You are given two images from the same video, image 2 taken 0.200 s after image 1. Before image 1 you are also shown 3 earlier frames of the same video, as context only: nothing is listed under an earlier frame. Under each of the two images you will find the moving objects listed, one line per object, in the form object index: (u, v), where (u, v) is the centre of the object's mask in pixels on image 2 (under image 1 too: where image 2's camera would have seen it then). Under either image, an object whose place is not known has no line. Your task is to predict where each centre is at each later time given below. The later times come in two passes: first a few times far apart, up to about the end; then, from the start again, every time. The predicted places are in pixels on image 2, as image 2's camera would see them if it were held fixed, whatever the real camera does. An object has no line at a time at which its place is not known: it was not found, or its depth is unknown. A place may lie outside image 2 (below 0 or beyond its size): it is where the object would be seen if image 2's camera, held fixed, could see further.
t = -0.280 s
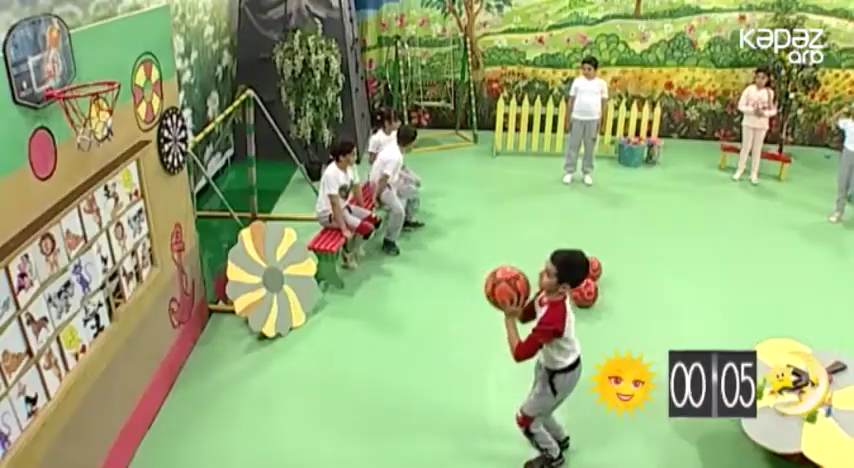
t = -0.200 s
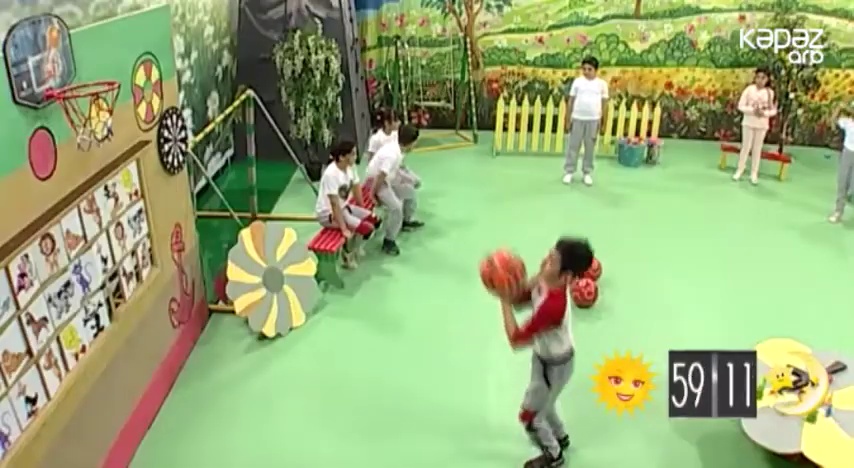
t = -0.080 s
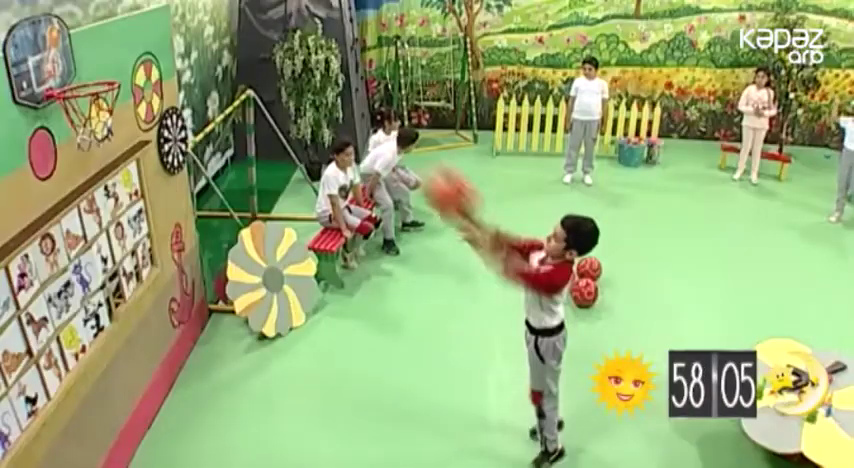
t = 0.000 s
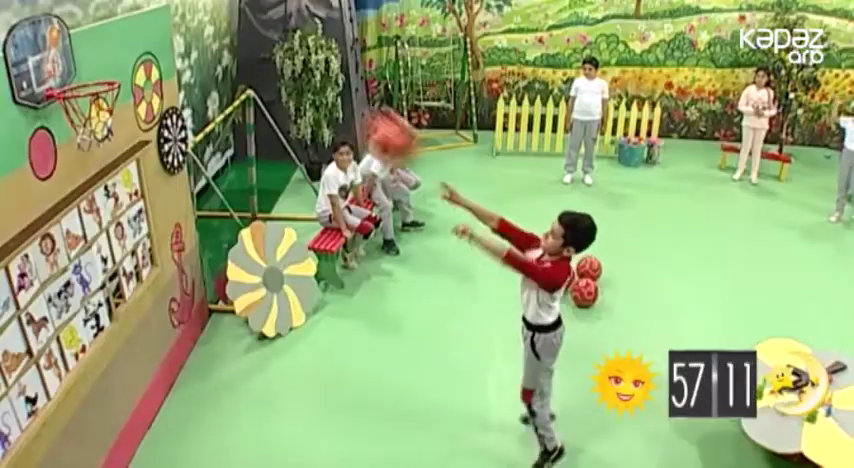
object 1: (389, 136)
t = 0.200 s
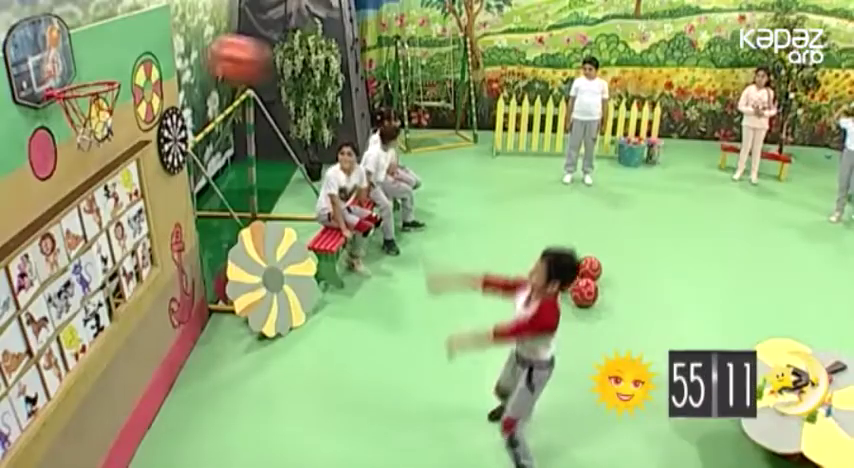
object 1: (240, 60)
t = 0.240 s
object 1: (210, 55)
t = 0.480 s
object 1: (142, 51)
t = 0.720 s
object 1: (170, 100)
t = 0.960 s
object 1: (202, 235)
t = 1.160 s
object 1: (224, 330)
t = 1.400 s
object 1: (185, 285)
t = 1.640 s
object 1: (183, 320)
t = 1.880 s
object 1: (202, 365)
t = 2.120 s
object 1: (214, 340)
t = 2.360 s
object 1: (237, 368)
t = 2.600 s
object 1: (255, 350)
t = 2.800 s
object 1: (271, 350)
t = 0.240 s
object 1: (210, 55)
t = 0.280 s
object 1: (183, 55)
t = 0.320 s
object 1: (157, 57)
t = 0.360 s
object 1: (133, 64)
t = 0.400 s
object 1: (135, 59)
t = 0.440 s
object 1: (139, 54)
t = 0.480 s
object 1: (142, 51)
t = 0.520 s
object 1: (146, 52)
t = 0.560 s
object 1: (151, 55)
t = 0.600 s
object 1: (156, 63)
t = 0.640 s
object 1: (161, 73)
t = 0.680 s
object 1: (166, 85)
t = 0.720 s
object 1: (170, 100)
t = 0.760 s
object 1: (175, 118)
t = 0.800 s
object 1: (179, 138)
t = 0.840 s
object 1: (185, 161)
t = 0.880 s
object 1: (191, 186)
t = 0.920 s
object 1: (196, 209)
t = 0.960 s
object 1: (202, 235)
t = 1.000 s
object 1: (207, 260)
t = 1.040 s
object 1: (216, 287)
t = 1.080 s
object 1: (221, 318)
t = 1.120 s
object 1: (226, 343)
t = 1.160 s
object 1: (224, 330)
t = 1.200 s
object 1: (221, 307)
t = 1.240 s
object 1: (216, 296)
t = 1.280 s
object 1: (207, 290)
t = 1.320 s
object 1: (197, 287)
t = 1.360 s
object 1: (192, 284)
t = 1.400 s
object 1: (185, 285)
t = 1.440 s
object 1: (178, 287)
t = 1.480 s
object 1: (172, 291)
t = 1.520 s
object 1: (174, 298)
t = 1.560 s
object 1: (176, 303)
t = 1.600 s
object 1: (180, 312)
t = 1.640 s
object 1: (183, 320)
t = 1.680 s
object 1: (187, 337)
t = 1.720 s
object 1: (191, 352)
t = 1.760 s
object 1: (196, 373)
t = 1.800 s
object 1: (200, 388)
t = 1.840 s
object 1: (201, 376)
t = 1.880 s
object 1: (202, 365)
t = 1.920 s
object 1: (204, 356)
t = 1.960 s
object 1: (206, 349)
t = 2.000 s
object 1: (207, 343)
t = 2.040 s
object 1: (209, 340)
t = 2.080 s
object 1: (212, 339)
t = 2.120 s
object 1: (214, 340)
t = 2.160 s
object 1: (217, 343)
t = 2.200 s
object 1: (221, 348)
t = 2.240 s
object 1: (225, 356)
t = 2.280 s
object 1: (229, 365)
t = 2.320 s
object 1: (234, 376)
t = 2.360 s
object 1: (237, 368)
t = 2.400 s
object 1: (239, 360)
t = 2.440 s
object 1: (242, 354)
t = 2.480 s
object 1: (244, 350)
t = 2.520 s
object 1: (248, 348)
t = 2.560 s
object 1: (251, 348)
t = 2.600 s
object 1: (255, 350)
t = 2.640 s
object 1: (259, 354)
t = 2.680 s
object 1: (263, 360)
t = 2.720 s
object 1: (267, 361)
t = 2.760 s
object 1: (268, 355)
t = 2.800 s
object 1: (271, 350)
